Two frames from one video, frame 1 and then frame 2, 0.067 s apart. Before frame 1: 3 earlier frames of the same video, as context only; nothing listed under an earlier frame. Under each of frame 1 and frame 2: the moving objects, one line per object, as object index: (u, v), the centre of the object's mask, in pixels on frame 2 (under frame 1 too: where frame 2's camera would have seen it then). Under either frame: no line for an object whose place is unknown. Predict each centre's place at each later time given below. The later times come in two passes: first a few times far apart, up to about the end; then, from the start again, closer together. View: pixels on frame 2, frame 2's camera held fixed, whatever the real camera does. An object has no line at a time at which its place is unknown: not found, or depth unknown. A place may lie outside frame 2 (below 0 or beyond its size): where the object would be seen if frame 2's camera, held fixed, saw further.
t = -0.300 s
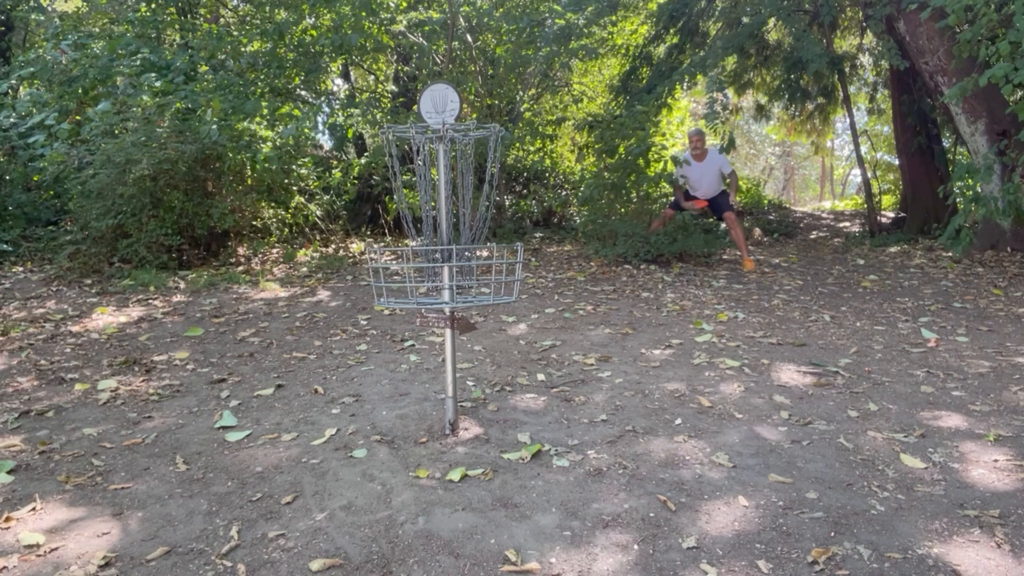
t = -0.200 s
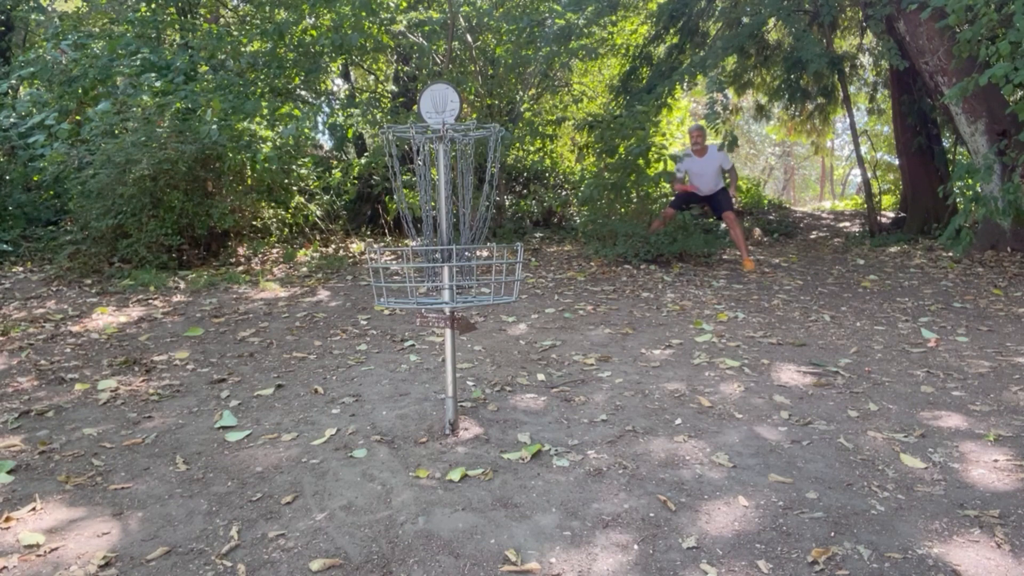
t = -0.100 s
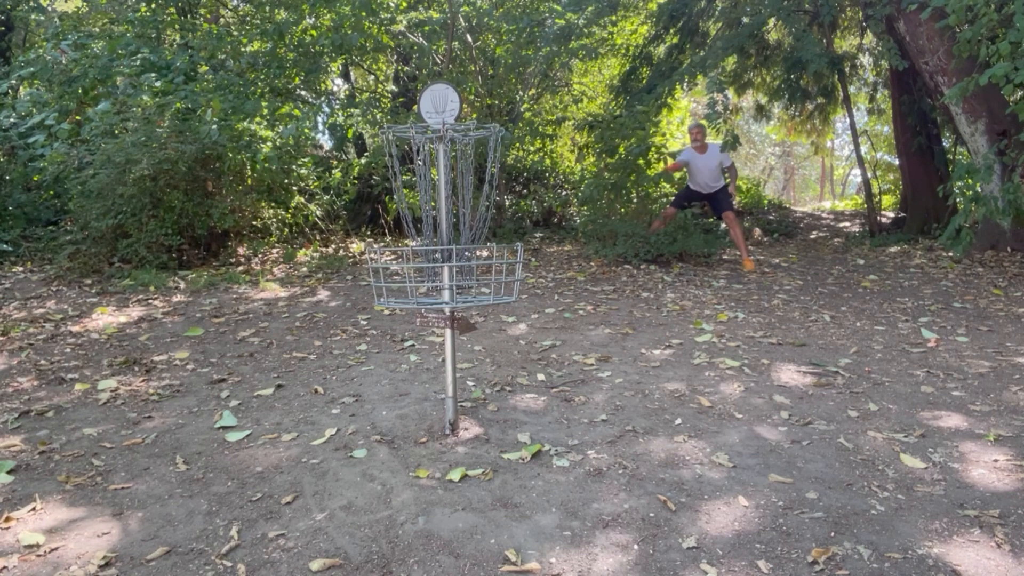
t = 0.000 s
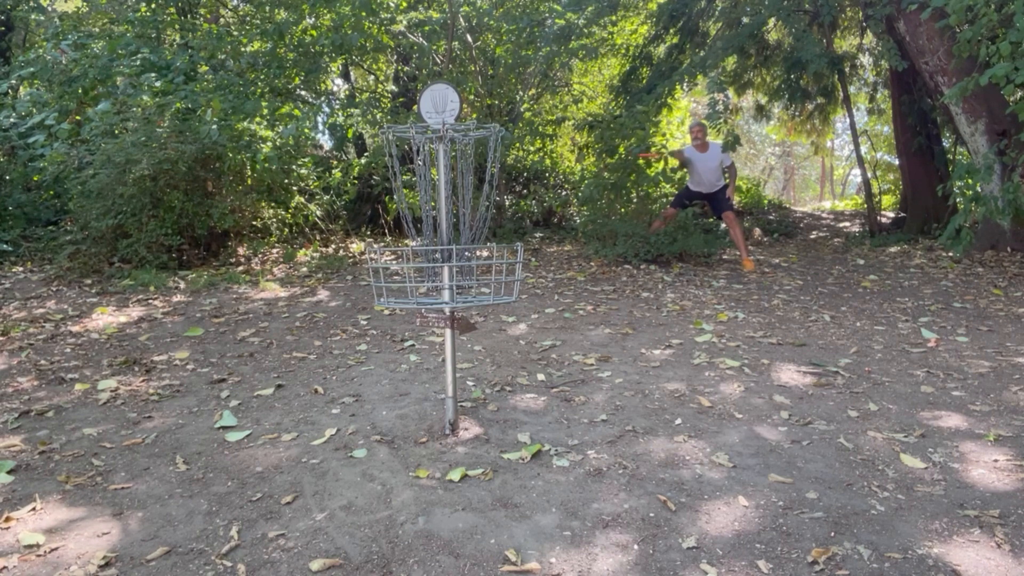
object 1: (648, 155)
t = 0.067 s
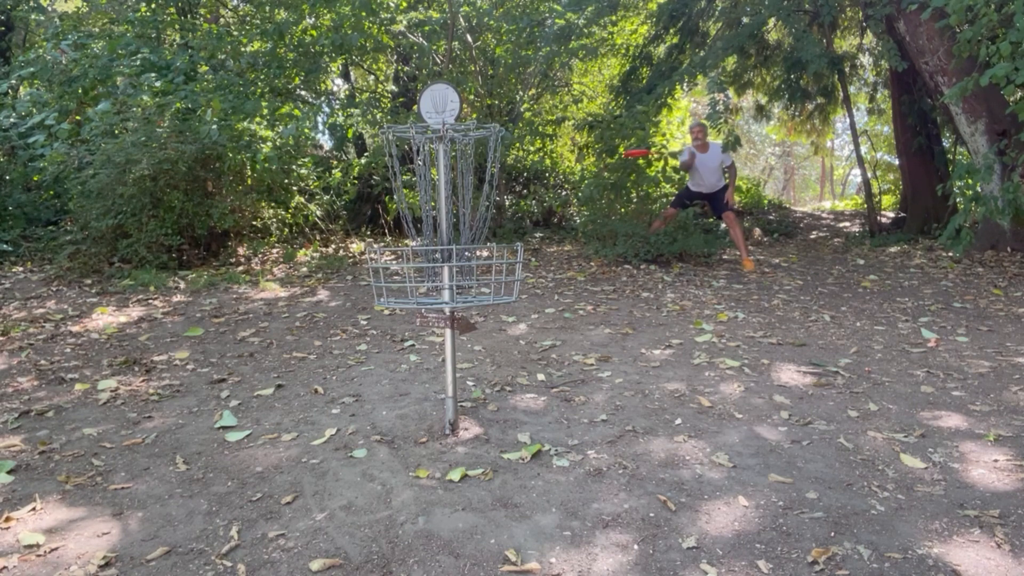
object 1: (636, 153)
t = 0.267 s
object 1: (579, 174)
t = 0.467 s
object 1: (494, 240)
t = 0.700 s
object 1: (407, 262)
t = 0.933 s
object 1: (363, 353)
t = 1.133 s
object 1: (349, 340)
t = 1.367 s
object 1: (342, 348)
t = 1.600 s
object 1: (345, 356)
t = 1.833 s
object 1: (345, 360)
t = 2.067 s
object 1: (346, 360)
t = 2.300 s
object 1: (346, 360)
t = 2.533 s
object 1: (346, 360)
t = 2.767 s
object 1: (346, 360)
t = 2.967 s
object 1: (346, 360)
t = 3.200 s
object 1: (346, 360)
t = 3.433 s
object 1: (346, 360)
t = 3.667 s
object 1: (346, 360)
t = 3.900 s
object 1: (346, 360)
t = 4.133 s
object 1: (346, 360)
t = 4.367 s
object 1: (346, 360)
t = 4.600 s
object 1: (346, 360)
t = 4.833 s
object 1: (346, 360)
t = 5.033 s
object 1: (346, 360)
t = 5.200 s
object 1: (346, 360)
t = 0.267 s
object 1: (579, 174)
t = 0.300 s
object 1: (567, 182)
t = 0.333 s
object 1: (554, 190)
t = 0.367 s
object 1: (542, 201)
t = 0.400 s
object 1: (529, 213)
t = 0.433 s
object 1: (512, 227)
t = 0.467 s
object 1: (494, 240)
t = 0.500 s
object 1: (480, 244)
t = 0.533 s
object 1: (466, 240)
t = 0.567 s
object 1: (457, 238)
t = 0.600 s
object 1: (436, 238)
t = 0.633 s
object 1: (436, 242)
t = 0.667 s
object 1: (411, 256)
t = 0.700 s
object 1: (407, 262)
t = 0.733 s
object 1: (401, 267)
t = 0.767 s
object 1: (394, 282)
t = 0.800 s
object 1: (386, 291)
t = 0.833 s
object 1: (380, 306)
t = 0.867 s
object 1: (374, 322)
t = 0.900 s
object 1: (368, 337)
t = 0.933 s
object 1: (363, 353)
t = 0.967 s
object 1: (359, 355)
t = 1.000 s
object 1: (357, 349)
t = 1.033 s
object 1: (355, 344)
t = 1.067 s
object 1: (353, 343)
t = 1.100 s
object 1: (351, 342)
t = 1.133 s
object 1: (349, 340)
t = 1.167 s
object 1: (349, 340)
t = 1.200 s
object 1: (348, 340)
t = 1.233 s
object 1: (347, 340)
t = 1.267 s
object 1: (346, 341)
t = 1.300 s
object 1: (344, 342)
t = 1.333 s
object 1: (343, 345)
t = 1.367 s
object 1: (342, 348)
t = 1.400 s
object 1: (342, 354)
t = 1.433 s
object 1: (341, 355)
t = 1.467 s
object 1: (342, 354)
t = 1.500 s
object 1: (342, 353)
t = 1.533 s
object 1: (343, 354)
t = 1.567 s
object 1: (344, 354)
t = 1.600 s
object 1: (345, 356)
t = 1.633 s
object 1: (344, 358)
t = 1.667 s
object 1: (345, 359)
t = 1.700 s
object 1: (345, 358)
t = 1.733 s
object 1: (345, 358)
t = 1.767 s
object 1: (345, 359)
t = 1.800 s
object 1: (346, 360)
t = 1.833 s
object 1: (345, 360)
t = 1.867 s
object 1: (346, 360)
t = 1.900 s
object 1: (346, 360)
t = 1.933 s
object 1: (346, 360)
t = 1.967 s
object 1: (346, 360)
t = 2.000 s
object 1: (346, 360)
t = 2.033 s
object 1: (346, 360)
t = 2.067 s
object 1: (346, 360)
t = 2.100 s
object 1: (346, 360)
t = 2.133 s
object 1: (346, 360)
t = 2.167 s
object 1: (346, 360)
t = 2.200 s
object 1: (346, 360)
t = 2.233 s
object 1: (346, 360)
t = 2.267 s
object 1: (346, 360)
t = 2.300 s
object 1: (346, 360)
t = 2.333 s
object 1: (346, 360)
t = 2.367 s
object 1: (346, 360)
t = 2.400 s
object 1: (346, 360)
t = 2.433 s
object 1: (346, 360)
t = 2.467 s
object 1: (346, 360)
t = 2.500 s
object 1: (346, 360)
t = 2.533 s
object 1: (346, 360)
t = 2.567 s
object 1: (346, 360)
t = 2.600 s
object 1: (346, 360)
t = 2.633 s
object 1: (346, 360)
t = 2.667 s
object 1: (346, 360)
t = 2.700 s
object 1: (346, 360)
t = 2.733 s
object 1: (346, 360)
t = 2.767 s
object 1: (346, 360)
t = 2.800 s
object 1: (346, 360)
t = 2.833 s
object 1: (346, 360)
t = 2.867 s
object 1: (346, 360)
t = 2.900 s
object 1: (346, 360)
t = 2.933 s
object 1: (346, 360)
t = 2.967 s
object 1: (346, 360)
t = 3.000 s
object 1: (346, 360)
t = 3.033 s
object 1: (346, 360)
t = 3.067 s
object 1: (346, 360)
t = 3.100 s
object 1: (346, 360)
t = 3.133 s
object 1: (346, 360)
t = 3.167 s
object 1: (346, 360)
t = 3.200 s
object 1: (346, 360)
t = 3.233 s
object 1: (346, 360)
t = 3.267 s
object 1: (346, 360)
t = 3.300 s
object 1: (346, 360)
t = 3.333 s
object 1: (346, 360)
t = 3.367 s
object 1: (346, 360)
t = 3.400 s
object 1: (346, 360)
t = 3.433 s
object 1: (346, 360)
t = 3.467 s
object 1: (346, 360)
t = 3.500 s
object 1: (346, 360)
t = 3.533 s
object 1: (346, 360)
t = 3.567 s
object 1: (346, 360)
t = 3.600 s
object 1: (346, 360)
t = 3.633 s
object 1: (346, 360)
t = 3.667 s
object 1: (346, 360)
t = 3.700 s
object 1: (346, 360)
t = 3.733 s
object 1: (346, 360)
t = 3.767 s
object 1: (346, 360)
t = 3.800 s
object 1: (346, 360)
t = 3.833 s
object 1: (346, 360)
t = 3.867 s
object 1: (346, 360)
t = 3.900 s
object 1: (346, 360)
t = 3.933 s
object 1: (346, 360)
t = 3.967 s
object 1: (346, 360)
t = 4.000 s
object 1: (346, 360)
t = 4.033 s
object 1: (346, 360)
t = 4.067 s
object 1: (346, 360)
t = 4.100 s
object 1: (346, 360)
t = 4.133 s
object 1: (346, 360)
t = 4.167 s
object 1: (346, 360)
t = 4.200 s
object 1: (346, 360)
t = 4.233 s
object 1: (346, 360)
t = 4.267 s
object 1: (346, 360)
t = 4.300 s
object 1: (346, 360)
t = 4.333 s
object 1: (346, 360)
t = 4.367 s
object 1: (346, 360)
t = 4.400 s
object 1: (346, 360)
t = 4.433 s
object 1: (346, 360)
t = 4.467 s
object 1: (346, 360)
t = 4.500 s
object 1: (346, 360)
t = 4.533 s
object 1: (346, 360)
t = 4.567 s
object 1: (346, 360)
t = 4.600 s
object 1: (346, 360)
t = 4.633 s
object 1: (346, 360)
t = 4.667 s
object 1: (346, 360)
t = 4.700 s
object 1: (346, 360)
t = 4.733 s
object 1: (346, 360)
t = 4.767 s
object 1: (346, 360)
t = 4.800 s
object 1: (346, 360)
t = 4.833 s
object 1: (346, 360)
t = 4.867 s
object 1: (346, 360)
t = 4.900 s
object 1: (346, 360)
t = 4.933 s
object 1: (346, 360)
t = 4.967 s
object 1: (346, 360)
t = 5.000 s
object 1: (346, 360)
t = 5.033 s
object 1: (346, 360)
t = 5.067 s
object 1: (346, 360)
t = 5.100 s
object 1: (346, 360)
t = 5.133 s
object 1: (346, 360)
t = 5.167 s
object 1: (346, 360)
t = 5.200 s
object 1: (346, 360)
